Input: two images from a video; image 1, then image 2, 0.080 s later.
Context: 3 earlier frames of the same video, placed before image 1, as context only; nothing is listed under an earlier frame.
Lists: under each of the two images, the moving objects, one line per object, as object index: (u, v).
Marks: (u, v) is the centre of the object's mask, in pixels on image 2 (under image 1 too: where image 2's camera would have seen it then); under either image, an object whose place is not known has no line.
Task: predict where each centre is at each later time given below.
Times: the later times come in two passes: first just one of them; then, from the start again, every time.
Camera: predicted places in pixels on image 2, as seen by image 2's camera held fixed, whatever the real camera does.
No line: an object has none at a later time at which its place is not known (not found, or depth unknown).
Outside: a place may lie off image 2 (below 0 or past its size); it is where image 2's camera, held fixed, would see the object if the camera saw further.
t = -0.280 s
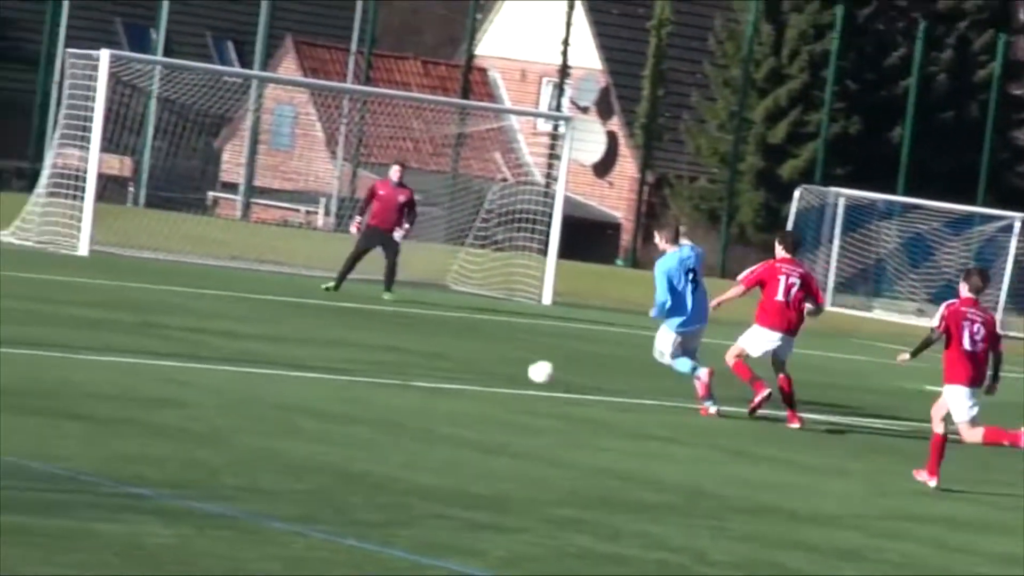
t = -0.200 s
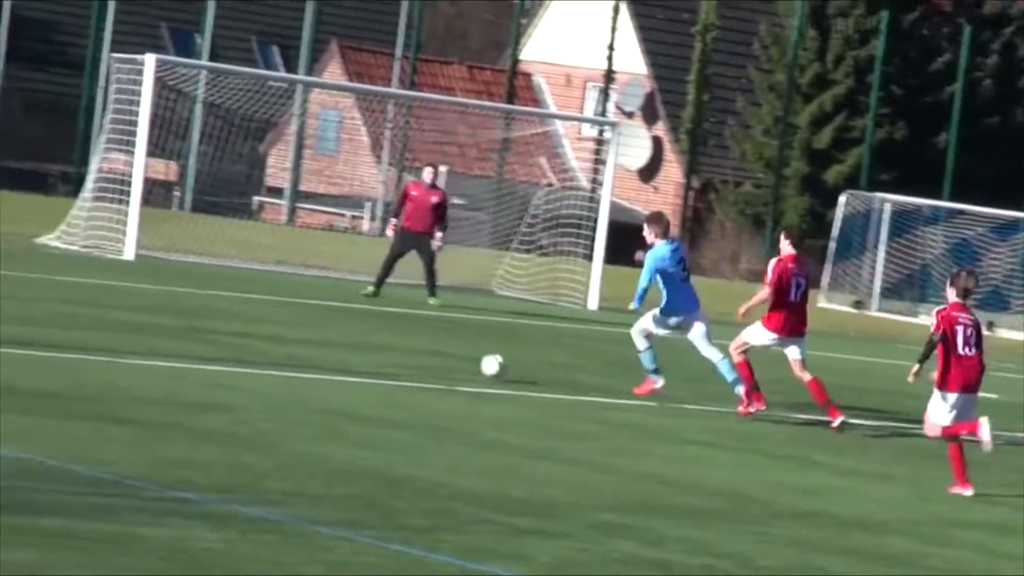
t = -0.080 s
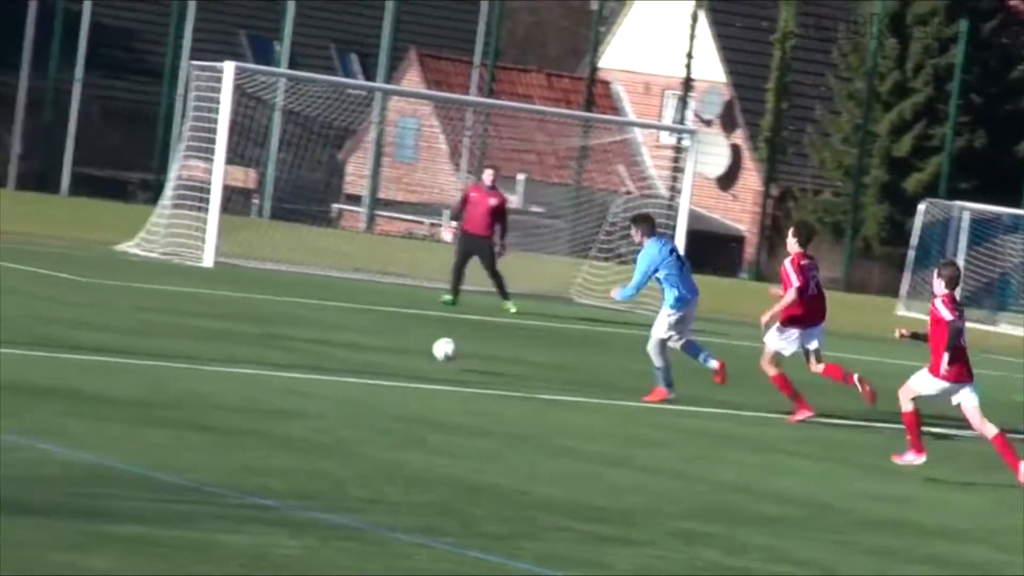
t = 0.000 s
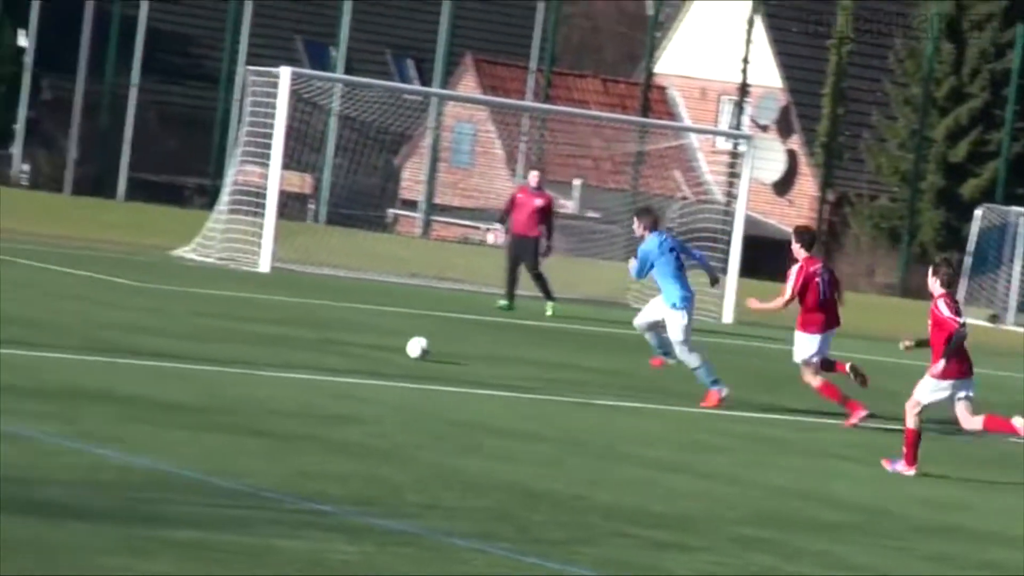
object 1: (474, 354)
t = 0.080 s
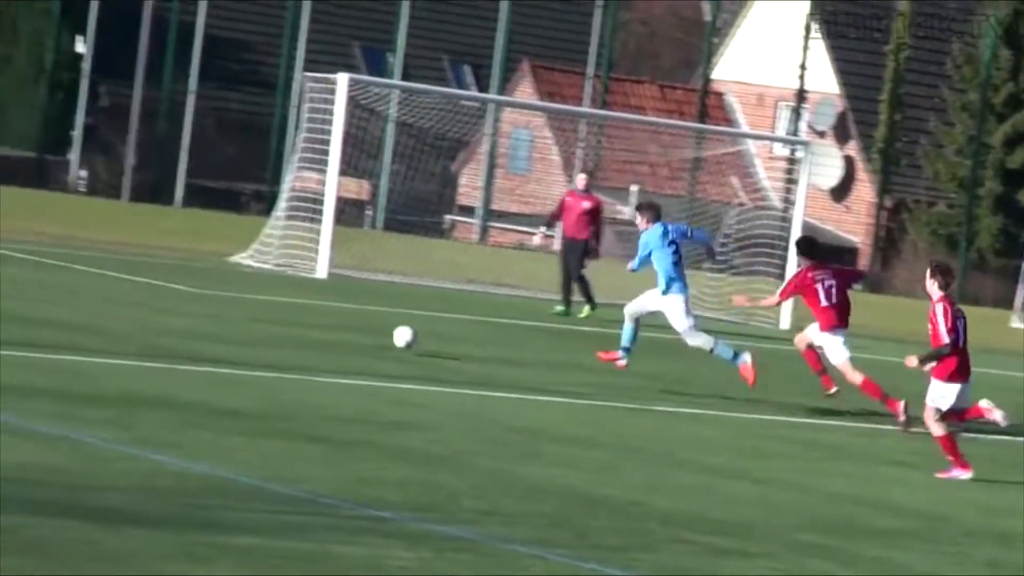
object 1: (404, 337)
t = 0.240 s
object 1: (269, 321)
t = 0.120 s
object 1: (370, 331)
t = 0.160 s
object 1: (336, 325)
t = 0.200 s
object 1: (302, 322)
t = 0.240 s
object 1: (269, 321)
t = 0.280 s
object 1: (240, 315)
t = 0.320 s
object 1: (214, 307)
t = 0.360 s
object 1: (187, 301)
